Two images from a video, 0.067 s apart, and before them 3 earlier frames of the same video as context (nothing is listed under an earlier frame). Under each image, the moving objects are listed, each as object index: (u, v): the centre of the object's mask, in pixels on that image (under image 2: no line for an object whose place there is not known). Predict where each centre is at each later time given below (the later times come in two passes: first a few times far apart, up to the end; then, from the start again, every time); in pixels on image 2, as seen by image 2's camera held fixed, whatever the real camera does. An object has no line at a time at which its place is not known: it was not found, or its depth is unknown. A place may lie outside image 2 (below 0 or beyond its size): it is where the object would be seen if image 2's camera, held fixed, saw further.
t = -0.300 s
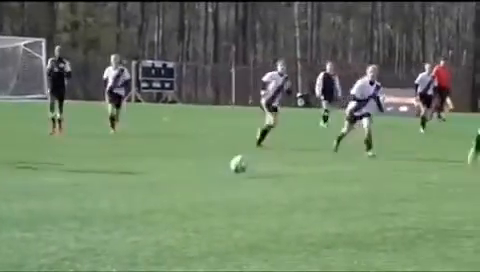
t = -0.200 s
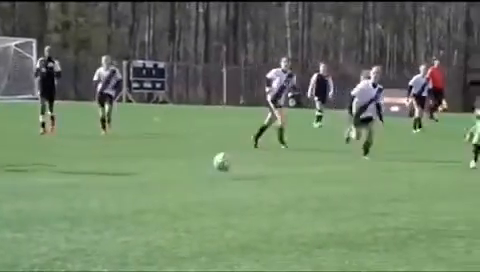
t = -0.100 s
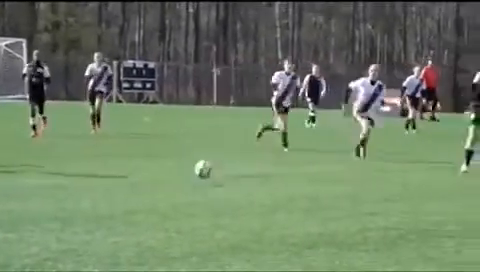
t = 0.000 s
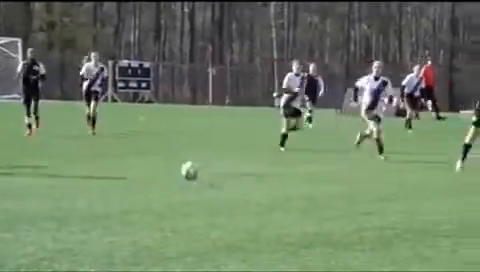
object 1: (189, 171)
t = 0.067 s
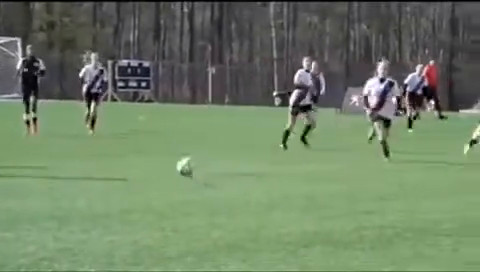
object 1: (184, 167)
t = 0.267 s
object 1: (169, 180)
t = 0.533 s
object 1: (147, 185)
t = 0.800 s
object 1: (125, 192)
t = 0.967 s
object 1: (114, 194)
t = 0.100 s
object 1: (182, 167)
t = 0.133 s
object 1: (179, 168)
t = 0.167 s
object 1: (178, 169)
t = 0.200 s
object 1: (174, 174)
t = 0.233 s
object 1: (170, 178)
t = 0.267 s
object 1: (169, 180)
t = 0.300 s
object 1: (166, 175)
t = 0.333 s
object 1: (163, 175)
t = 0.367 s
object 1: (160, 175)
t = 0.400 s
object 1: (158, 175)
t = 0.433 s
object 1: (154, 177)
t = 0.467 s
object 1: (151, 180)
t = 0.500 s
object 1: (149, 184)
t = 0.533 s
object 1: (147, 185)
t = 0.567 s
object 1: (143, 183)
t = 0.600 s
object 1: (141, 182)
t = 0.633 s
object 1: (138, 182)
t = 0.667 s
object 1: (136, 183)
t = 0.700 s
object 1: (132, 186)
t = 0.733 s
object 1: (131, 188)
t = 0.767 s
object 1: (128, 192)
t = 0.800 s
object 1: (125, 192)
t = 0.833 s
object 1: (123, 190)
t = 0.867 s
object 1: (120, 191)
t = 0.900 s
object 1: (118, 191)
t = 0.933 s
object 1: (115, 194)
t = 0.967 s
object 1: (114, 194)
